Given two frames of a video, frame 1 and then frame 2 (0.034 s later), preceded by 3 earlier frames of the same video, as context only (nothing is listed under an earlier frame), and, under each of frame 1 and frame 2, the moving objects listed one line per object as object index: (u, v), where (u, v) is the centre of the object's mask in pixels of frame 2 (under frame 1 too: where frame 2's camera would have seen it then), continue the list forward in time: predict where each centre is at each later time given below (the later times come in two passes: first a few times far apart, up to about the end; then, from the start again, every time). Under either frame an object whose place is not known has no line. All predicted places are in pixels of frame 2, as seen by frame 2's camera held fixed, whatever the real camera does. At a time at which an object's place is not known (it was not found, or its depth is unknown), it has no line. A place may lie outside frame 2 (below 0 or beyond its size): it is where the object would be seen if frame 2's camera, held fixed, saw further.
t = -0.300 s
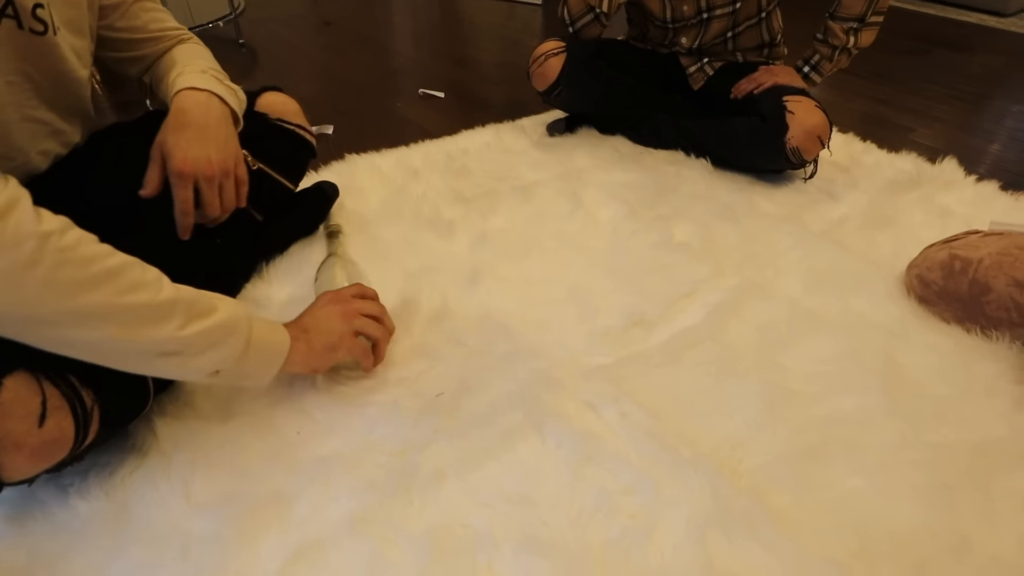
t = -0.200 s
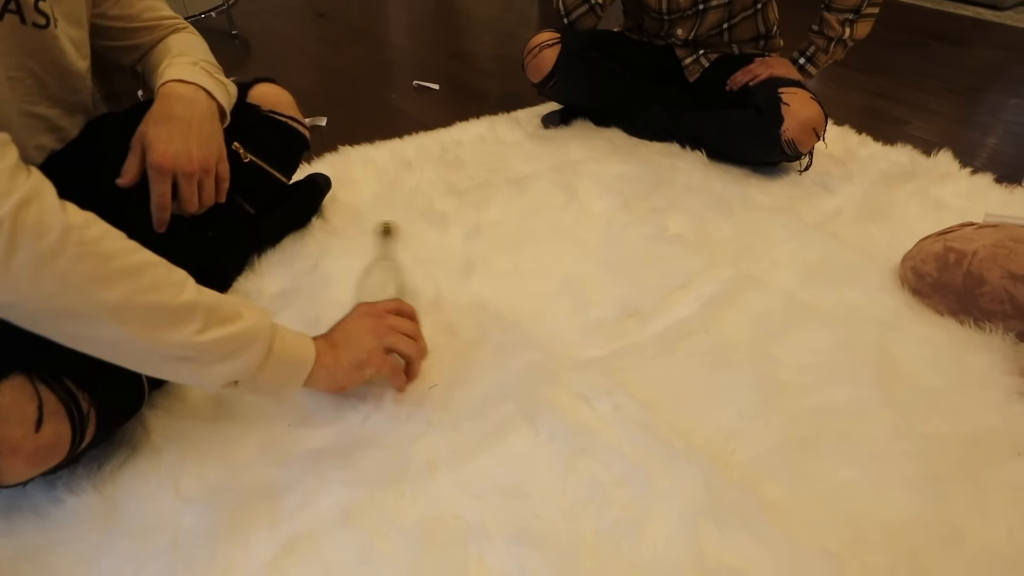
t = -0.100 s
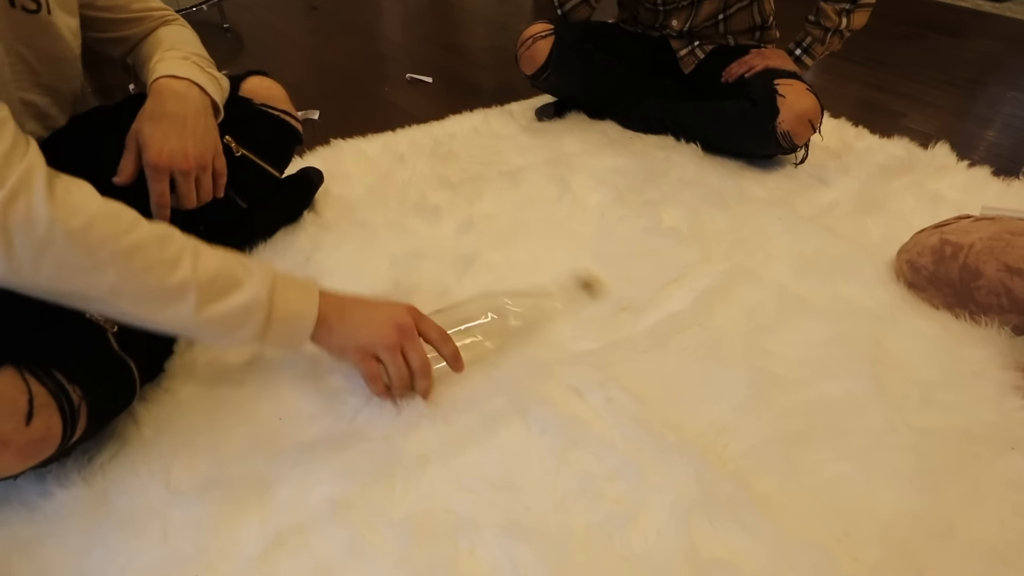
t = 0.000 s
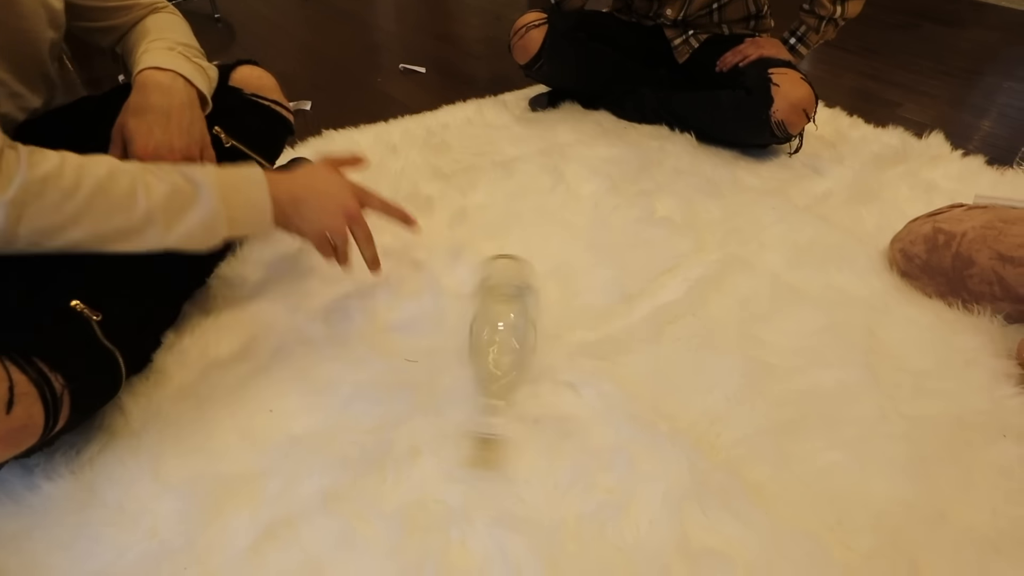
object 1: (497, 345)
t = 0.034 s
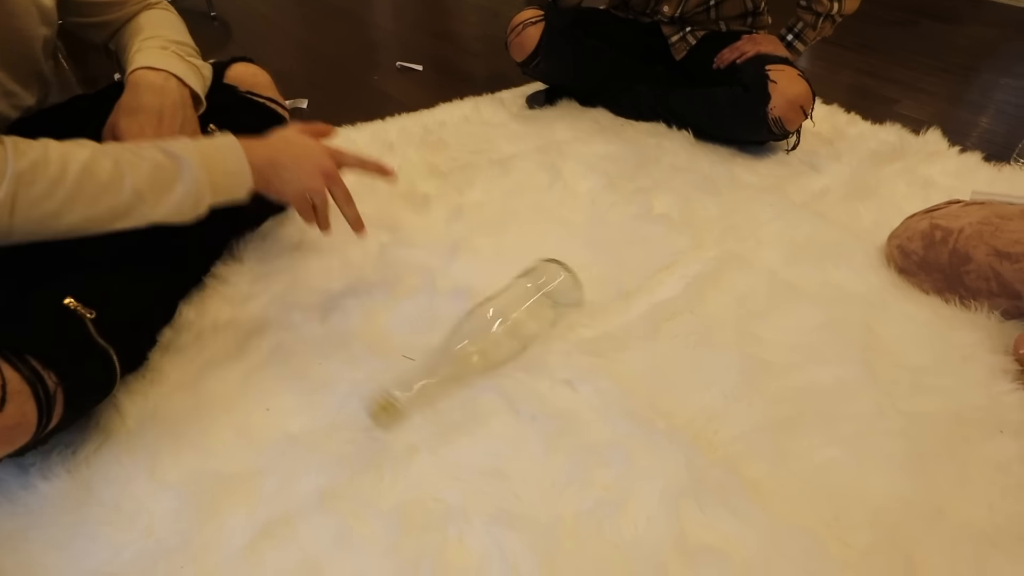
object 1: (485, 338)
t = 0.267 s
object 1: (547, 310)
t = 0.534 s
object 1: (514, 303)
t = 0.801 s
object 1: (532, 301)
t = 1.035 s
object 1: (526, 303)
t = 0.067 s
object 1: (493, 322)
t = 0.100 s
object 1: (512, 316)
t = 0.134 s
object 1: (521, 318)
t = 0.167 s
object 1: (520, 318)
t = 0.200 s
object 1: (522, 314)
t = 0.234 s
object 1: (531, 311)
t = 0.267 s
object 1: (547, 310)
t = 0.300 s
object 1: (552, 313)
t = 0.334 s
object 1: (551, 319)
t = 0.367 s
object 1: (542, 321)
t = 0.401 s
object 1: (533, 325)
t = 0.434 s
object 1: (522, 321)
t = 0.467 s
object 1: (514, 317)
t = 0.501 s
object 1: (513, 309)
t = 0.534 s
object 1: (514, 303)
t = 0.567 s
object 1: (517, 299)
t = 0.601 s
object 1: (518, 297)
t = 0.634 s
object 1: (522, 296)
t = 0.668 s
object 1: (526, 296)
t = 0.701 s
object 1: (529, 297)
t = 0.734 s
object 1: (530, 298)
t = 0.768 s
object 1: (532, 300)
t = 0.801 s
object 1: (532, 301)
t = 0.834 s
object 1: (530, 302)
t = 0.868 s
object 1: (528, 303)
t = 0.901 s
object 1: (527, 303)
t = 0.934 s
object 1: (527, 303)
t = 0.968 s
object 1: (527, 303)
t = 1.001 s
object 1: (527, 303)
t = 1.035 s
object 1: (526, 303)
